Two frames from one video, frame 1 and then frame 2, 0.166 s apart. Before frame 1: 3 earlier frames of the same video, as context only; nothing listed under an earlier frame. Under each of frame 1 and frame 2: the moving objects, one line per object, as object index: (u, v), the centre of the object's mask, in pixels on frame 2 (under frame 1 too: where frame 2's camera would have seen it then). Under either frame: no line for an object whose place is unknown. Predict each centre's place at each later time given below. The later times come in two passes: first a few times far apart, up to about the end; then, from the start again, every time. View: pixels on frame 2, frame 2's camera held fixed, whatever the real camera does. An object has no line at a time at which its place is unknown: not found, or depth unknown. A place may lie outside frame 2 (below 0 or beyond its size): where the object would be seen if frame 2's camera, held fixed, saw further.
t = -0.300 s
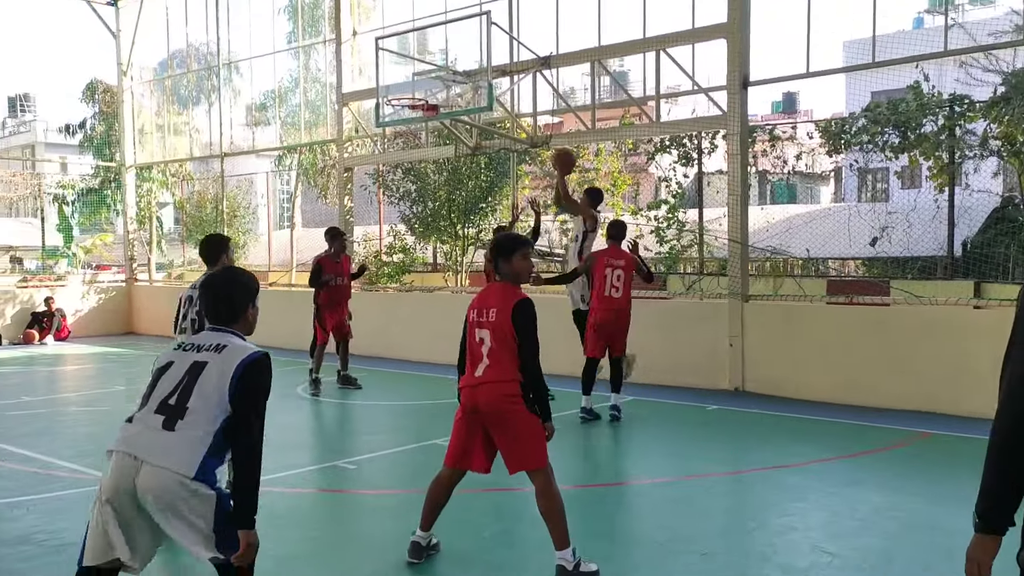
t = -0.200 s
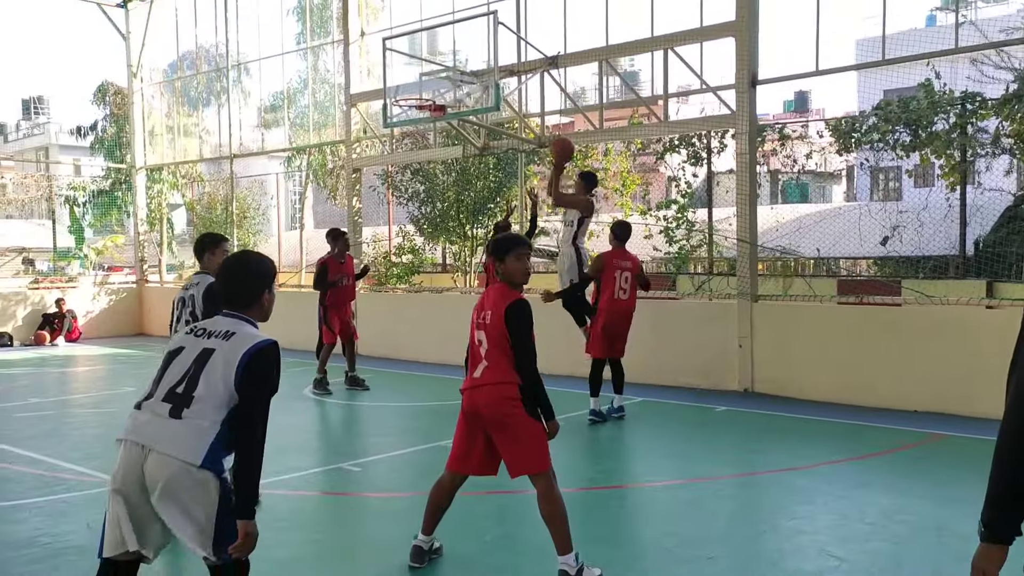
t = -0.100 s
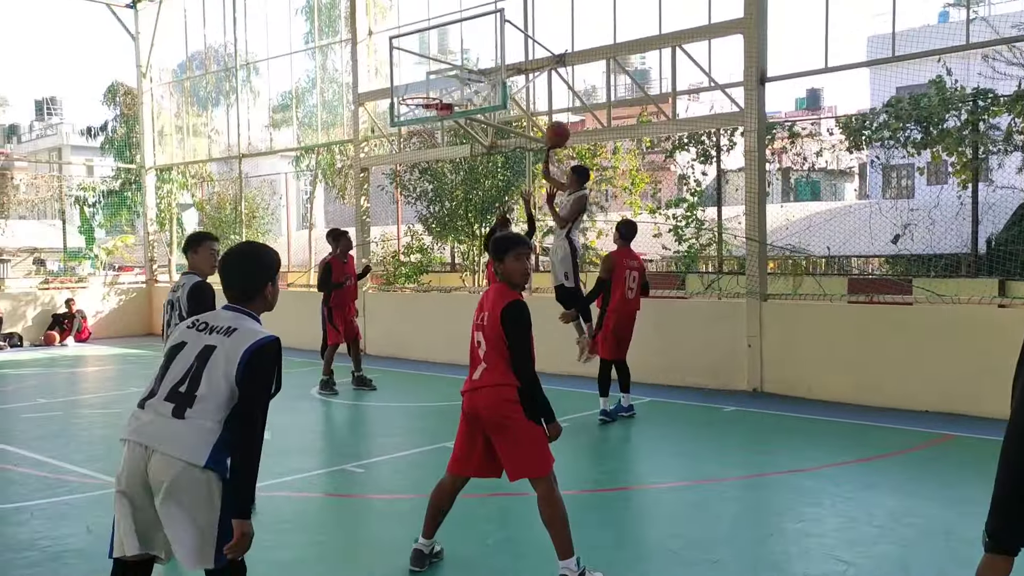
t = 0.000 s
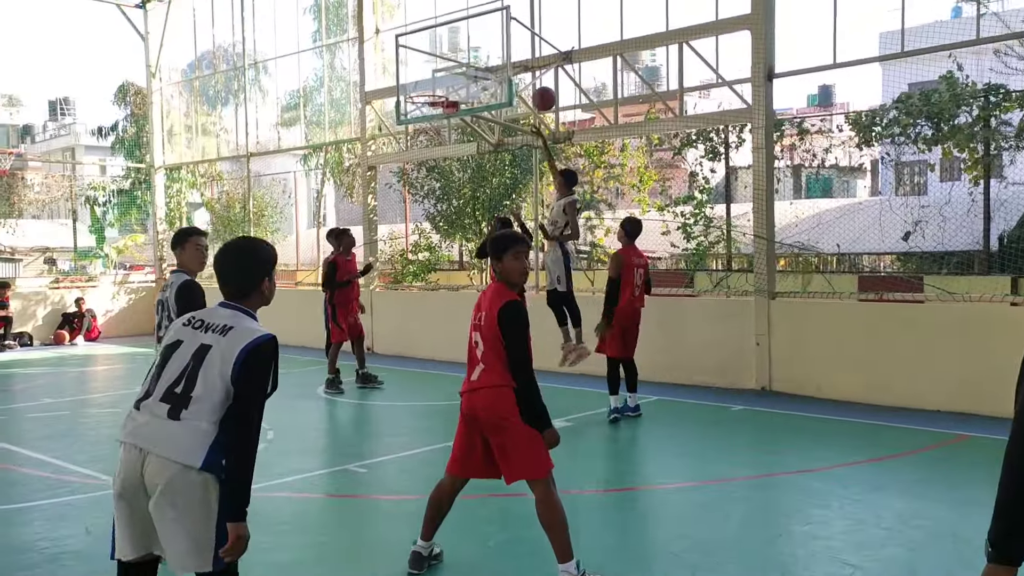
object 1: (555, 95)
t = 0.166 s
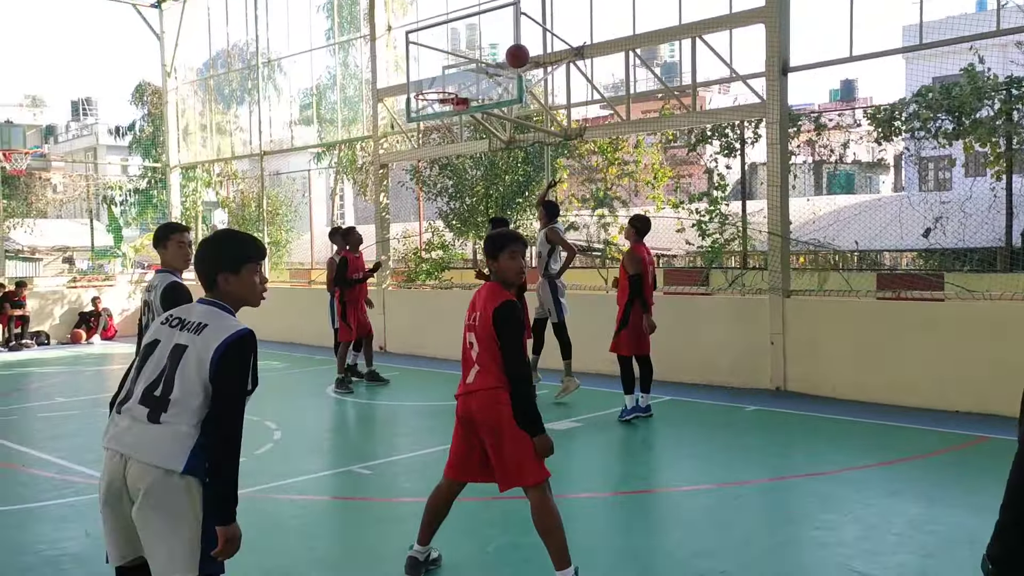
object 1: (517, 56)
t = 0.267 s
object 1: (496, 47)
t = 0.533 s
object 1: (444, 69)
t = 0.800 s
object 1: (433, 77)
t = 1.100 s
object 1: (442, 88)
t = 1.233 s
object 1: (447, 122)
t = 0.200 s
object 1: (510, 52)
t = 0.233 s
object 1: (503, 49)
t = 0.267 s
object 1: (496, 47)
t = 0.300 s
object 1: (489, 46)
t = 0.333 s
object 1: (482, 46)
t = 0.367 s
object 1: (475, 47)
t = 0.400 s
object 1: (469, 50)
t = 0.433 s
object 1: (463, 53)
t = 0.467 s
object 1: (457, 57)
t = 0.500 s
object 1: (450, 63)
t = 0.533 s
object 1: (444, 69)
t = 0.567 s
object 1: (439, 76)
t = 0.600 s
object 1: (433, 84)
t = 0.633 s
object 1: (428, 92)
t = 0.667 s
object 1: (429, 89)
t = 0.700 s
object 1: (430, 86)
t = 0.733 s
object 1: (431, 84)
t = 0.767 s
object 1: (432, 81)
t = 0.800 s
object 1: (433, 77)
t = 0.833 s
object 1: (434, 74)
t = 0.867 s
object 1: (435, 72)
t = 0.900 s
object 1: (435, 71)
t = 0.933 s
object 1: (437, 71)
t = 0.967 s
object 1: (438, 73)
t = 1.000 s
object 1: (439, 75)
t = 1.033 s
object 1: (440, 78)
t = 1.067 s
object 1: (441, 83)
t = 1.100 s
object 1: (442, 88)
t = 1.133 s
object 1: (443, 94)
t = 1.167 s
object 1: (444, 103)
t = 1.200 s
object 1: (445, 111)
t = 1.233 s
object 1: (447, 122)
